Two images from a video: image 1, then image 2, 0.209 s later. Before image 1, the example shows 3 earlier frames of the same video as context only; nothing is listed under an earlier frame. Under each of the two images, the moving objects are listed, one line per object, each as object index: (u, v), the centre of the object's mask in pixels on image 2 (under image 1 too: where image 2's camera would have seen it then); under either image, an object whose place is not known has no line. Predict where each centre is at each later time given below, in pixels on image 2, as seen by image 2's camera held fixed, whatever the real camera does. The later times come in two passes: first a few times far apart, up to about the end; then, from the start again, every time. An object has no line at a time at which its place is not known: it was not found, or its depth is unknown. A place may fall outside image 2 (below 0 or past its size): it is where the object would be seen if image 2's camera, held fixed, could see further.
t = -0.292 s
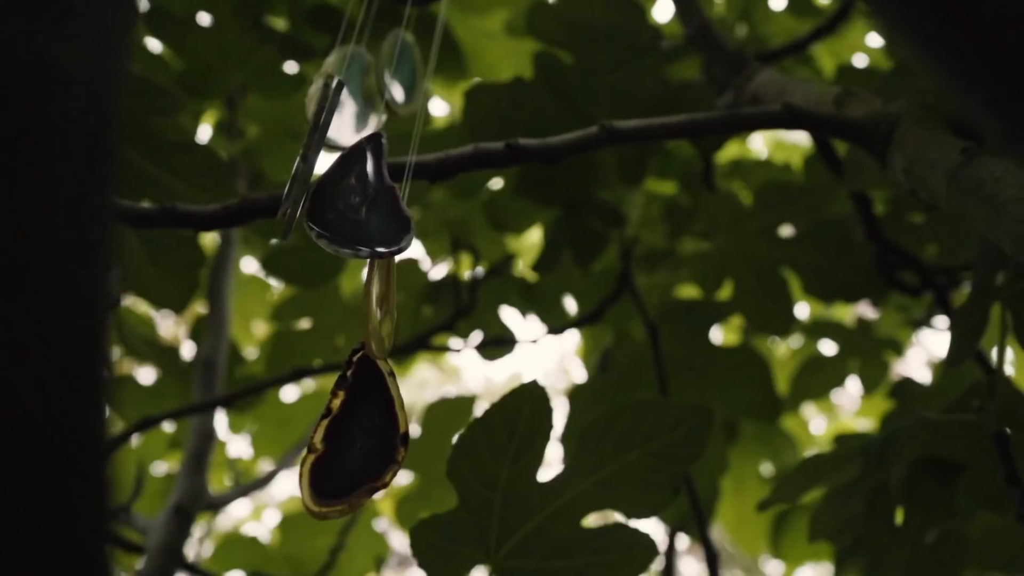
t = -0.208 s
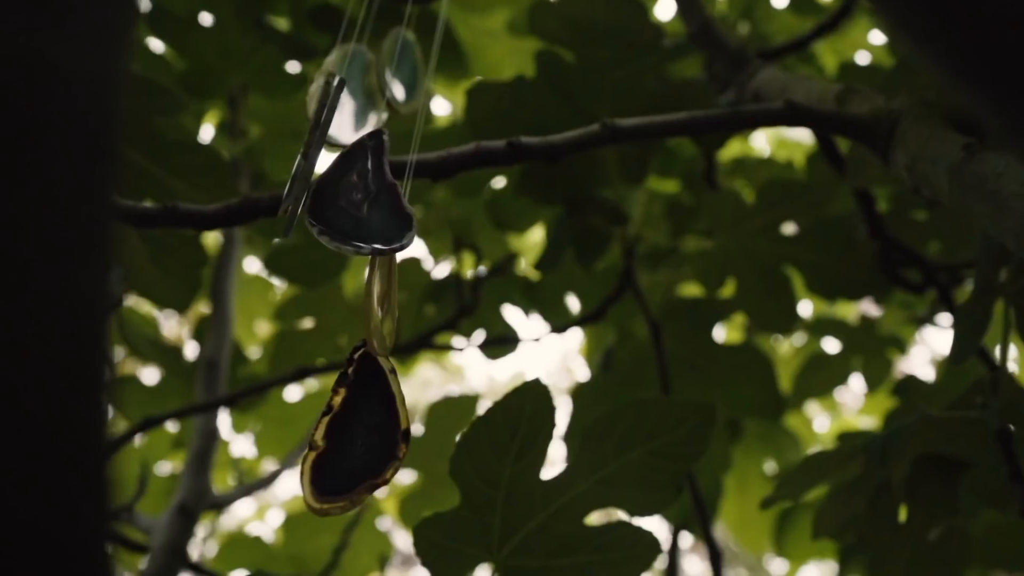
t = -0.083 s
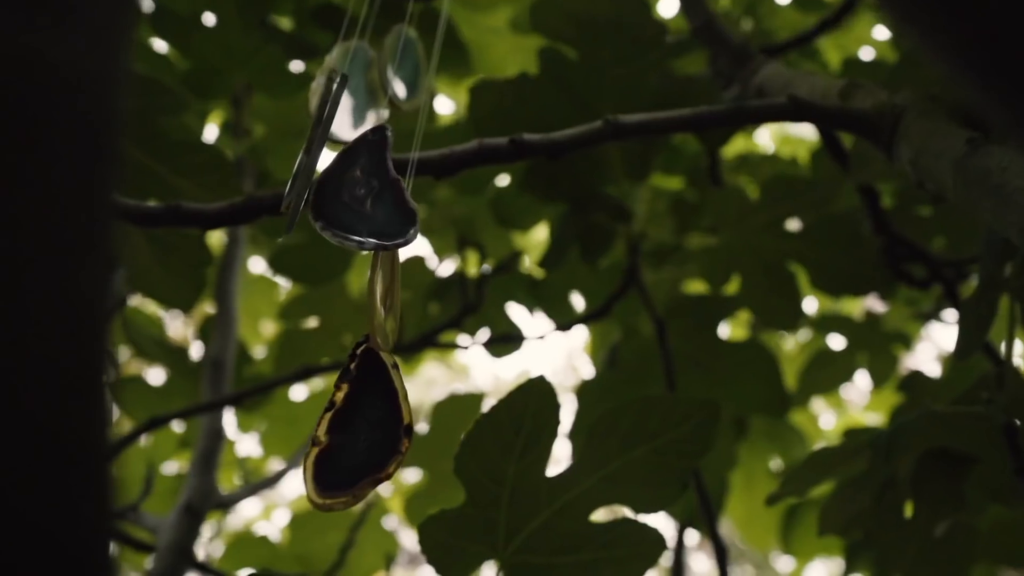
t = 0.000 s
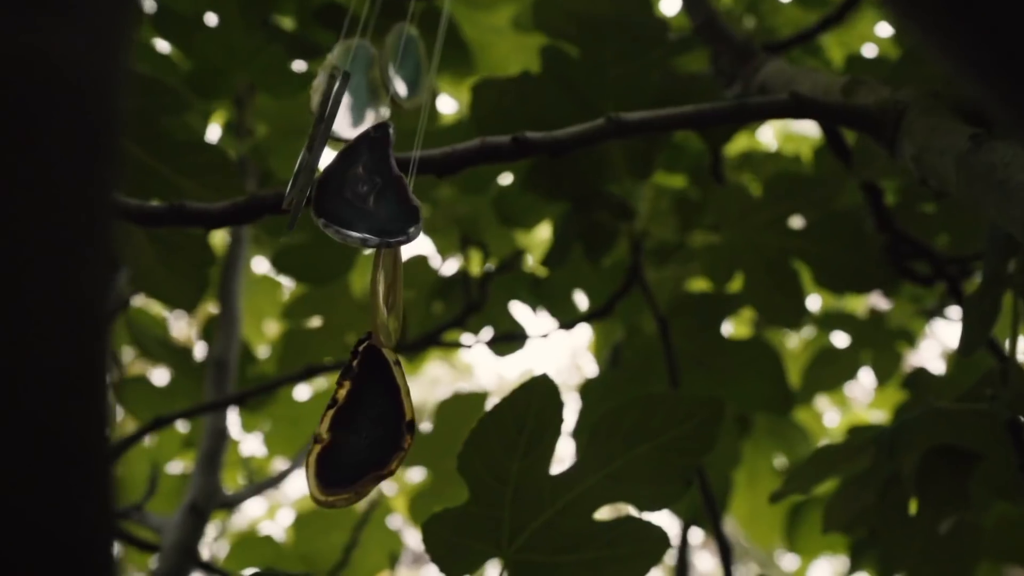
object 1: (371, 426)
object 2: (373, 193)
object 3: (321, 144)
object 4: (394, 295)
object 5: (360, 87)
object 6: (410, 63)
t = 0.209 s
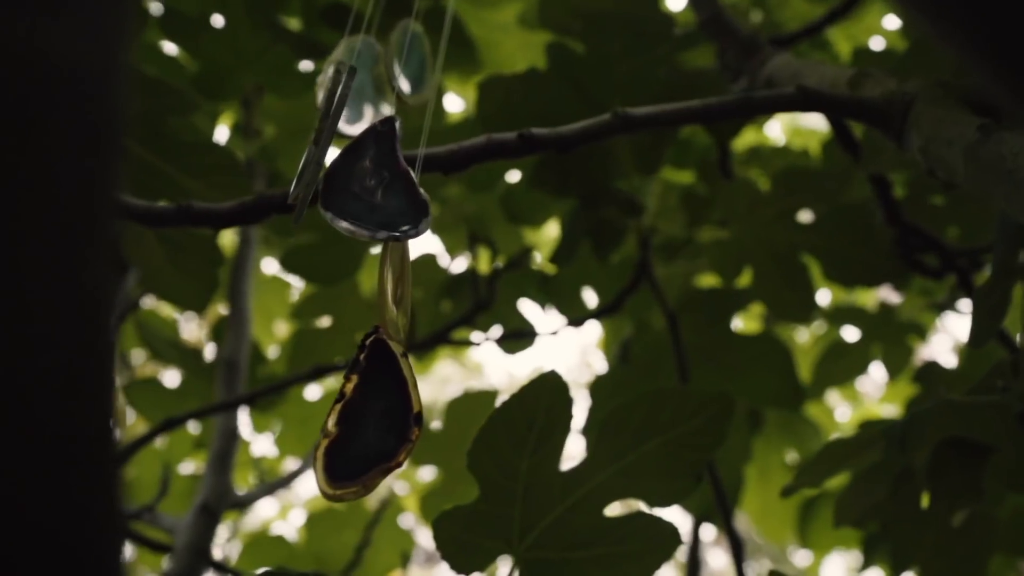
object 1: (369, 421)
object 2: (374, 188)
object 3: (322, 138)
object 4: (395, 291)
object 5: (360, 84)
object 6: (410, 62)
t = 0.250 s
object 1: (369, 420)
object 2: (375, 188)
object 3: (322, 137)
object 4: (395, 290)
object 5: (360, 83)
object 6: (410, 61)
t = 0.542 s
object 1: (369, 414)
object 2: (378, 182)
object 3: (322, 131)
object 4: (397, 285)
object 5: (360, 80)
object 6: (409, 59)
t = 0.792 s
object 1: (372, 409)
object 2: (381, 178)
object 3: (323, 127)
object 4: (401, 280)
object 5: (361, 78)
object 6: (410, 58)
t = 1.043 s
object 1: (375, 405)
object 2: (384, 175)
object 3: (324, 124)
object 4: (405, 278)
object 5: (362, 75)
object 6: (410, 57)
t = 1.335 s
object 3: (328, 118)
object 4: (411, 275)
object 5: (364, 73)
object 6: (411, 56)
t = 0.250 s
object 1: (369, 420)
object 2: (375, 188)
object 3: (322, 137)
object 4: (395, 290)
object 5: (360, 83)
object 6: (410, 61)
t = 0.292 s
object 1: (369, 419)
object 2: (375, 187)
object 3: (322, 136)
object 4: (395, 290)
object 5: (360, 83)
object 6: (410, 61)
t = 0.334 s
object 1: (369, 418)
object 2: (376, 186)
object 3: (322, 135)
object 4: (395, 289)
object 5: (360, 82)
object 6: (410, 61)
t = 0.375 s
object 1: (369, 417)
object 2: (376, 185)
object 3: (322, 134)
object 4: (395, 288)
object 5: (360, 82)
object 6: (410, 61)
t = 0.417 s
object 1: (369, 417)
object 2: (376, 185)
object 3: (322, 133)
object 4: (396, 287)
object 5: (360, 81)
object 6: (410, 60)
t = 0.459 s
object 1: (369, 416)
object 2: (377, 184)
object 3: (322, 132)
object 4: (396, 287)
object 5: (360, 81)
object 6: (409, 60)
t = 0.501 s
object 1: (369, 415)
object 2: (377, 183)
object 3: (322, 132)
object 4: (396, 286)
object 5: (360, 80)
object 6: (410, 60)
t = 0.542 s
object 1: (369, 414)
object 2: (378, 182)
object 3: (322, 131)
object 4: (397, 285)
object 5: (360, 80)
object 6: (409, 59)
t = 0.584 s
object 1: (369, 413)
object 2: (378, 181)
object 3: (322, 130)
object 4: (397, 284)
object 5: (360, 80)
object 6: (410, 59)
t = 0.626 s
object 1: (370, 412)
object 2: (379, 181)
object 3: (322, 130)
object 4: (398, 284)
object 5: (360, 79)
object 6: (410, 59)
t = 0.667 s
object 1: (370, 411)
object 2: (379, 180)
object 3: (322, 129)
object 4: (398, 283)
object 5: (360, 79)
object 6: (410, 59)
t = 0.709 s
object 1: (370, 410)
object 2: (380, 179)
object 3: (322, 128)
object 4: (399, 282)
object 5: (361, 79)
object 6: (410, 59)
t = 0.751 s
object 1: (371, 410)
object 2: (380, 178)
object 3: (322, 128)
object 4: (400, 281)
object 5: (361, 78)
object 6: (410, 58)
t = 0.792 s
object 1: (372, 409)
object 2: (381, 178)
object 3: (323, 127)
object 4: (401, 280)
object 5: (361, 78)
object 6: (410, 58)
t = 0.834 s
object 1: (372, 408)
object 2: (381, 177)
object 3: (323, 126)
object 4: (402, 279)
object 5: (361, 77)
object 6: (410, 57)
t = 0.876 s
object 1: (373, 407)
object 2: (382, 176)
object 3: (323, 125)
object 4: (402, 279)
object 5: (362, 77)
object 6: (410, 57)
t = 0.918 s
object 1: (373, 407)
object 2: (383, 176)
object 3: (324, 125)
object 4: (403, 279)
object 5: (361, 76)
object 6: (410, 57)
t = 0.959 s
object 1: (374, 406)
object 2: (383, 176)
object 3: (323, 125)
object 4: (404, 279)
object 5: (362, 76)
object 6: (410, 57)
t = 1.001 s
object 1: (374, 405)
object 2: (384, 175)
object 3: (324, 124)
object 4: (404, 278)
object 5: (362, 75)
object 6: (410, 57)
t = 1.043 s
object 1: (375, 405)
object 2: (384, 175)
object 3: (324, 124)
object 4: (405, 278)
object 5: (362, 75)
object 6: (410, 57)
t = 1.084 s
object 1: (375, 404)
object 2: (385, 174)
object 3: (325, 123)
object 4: (406, 277)
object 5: (362, 75)
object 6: (410, 57)
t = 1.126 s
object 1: (376, 403)
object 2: (386, 174)
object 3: (325, 122)
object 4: (407, 277)
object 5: (363, 74)
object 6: (410, 56)
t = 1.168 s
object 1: (377, 403)
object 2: (386, 173)
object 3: (326, 121)
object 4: (408, 277)
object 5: (363, 74)
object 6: (411, 56)
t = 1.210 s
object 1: (378, 402)
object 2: (387, 173)
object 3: (327, 121)
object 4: (409, 276)
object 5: (363, 74)
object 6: (411, 56)
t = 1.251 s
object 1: (379, 402)
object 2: (388, 172)
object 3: (327, 120)
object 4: (409, 275)
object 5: (364, 74)
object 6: (411, 56)
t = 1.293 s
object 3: (327, 119)
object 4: (410, 275)
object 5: (364, 74)
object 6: (411, 56)
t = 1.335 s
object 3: (328, 118)
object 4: (411, 275)
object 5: (364, 73)
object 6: (411, 56)
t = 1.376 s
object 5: (365, 73)
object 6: (412, 55)
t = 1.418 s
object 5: (365, 73)
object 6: (412, 55)
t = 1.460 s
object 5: (365, 73)
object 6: (412, 55)
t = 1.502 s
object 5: (366, 73)
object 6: (412, 55)
